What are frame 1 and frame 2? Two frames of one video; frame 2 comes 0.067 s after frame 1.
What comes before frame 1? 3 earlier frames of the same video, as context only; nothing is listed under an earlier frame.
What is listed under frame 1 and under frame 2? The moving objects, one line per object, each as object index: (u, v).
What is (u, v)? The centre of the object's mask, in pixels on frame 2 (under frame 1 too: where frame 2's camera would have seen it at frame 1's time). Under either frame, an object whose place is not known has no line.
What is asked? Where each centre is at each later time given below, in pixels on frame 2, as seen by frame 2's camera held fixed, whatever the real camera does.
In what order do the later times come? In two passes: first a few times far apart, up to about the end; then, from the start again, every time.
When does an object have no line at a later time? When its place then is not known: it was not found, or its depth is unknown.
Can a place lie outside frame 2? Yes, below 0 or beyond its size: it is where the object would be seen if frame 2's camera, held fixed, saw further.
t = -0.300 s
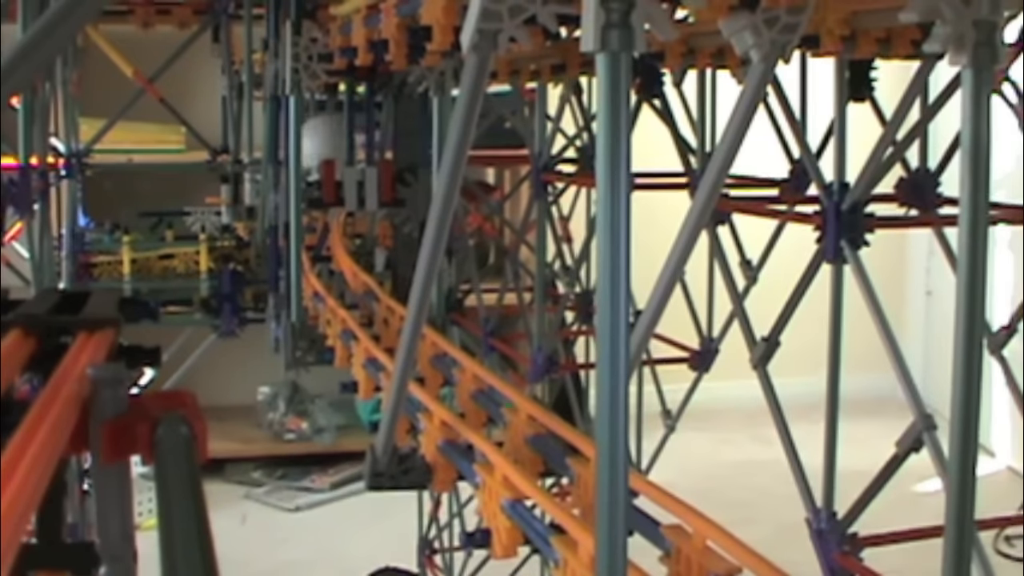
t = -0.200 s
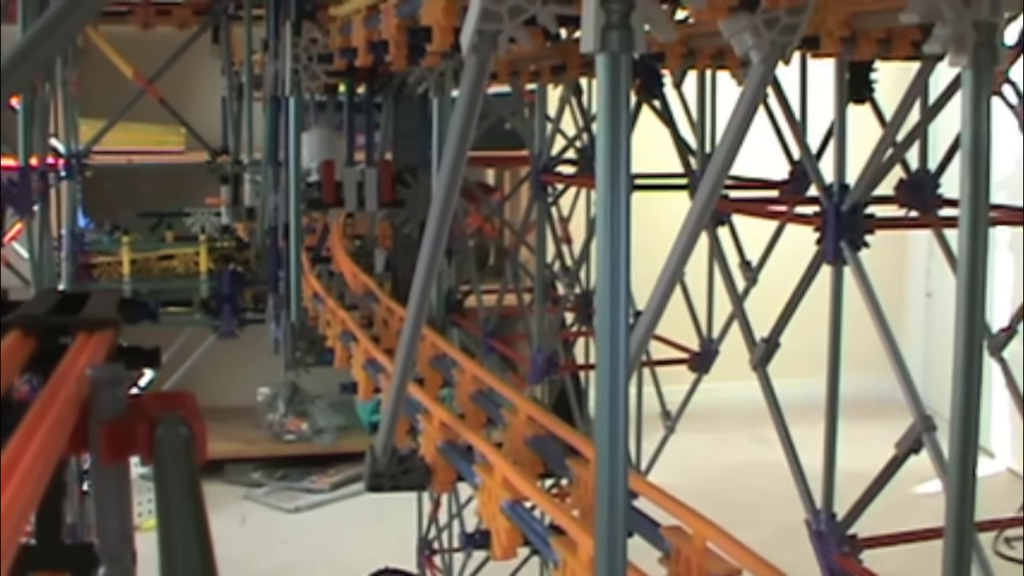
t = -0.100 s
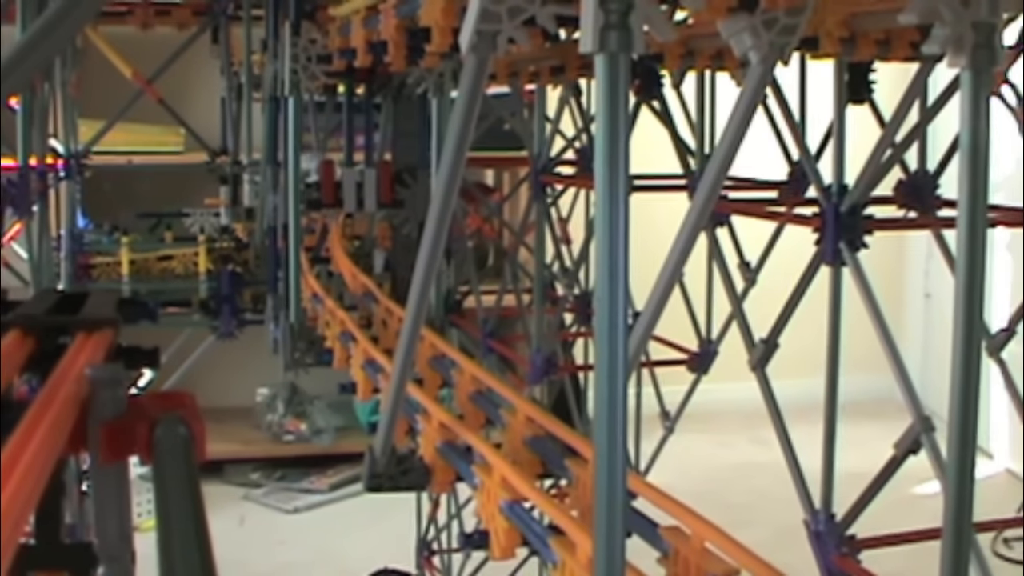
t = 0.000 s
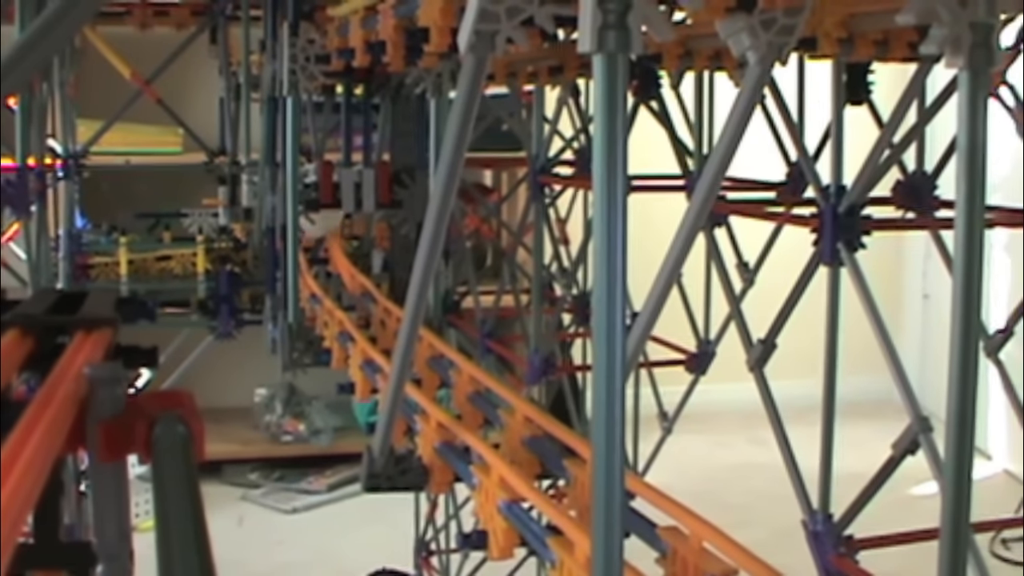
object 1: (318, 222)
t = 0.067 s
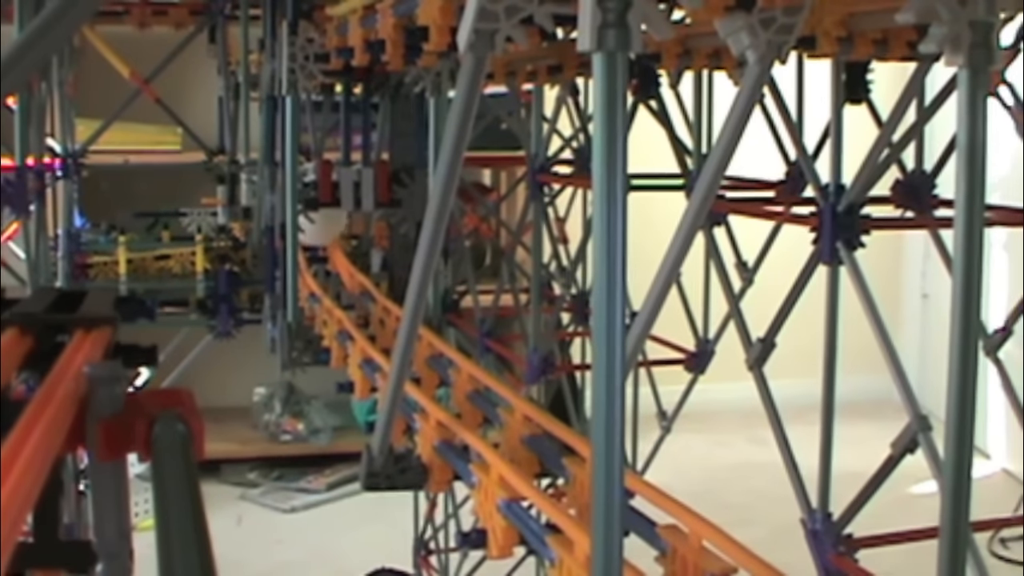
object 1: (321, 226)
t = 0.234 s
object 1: (328, 238)
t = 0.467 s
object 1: (349, 264)
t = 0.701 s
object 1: (375, 286)
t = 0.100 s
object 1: (322, 228)
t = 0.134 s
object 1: (324, 231)
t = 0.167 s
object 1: (325, 233)
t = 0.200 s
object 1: (327, 235)
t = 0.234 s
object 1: (328, 238)
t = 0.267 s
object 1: (330, 241)
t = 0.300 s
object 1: (333, 244)
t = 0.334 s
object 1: (336, 247)
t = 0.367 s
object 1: (337, 252)
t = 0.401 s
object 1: (343, 257)
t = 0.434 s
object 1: (346, 261)
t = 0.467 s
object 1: (349, 264)
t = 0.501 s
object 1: (355, 268)
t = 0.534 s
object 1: (359, 271)
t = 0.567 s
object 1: (364, 273)
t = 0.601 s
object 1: (368, 276)
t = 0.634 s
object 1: (372, 279)
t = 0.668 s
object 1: (373, 282)
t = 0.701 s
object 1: (375, 286)
